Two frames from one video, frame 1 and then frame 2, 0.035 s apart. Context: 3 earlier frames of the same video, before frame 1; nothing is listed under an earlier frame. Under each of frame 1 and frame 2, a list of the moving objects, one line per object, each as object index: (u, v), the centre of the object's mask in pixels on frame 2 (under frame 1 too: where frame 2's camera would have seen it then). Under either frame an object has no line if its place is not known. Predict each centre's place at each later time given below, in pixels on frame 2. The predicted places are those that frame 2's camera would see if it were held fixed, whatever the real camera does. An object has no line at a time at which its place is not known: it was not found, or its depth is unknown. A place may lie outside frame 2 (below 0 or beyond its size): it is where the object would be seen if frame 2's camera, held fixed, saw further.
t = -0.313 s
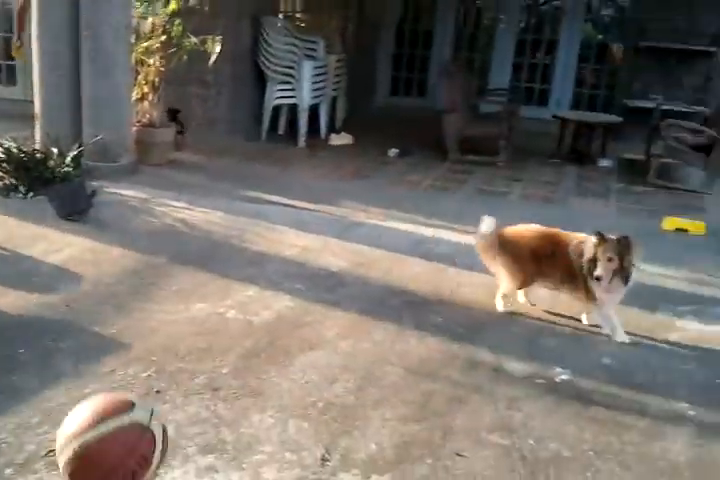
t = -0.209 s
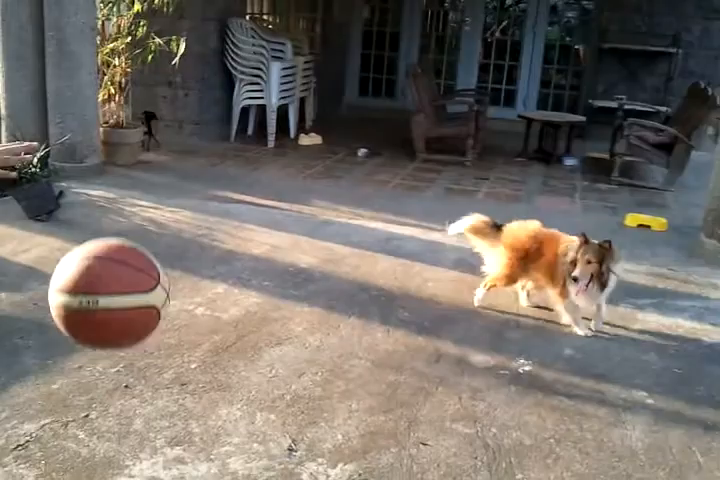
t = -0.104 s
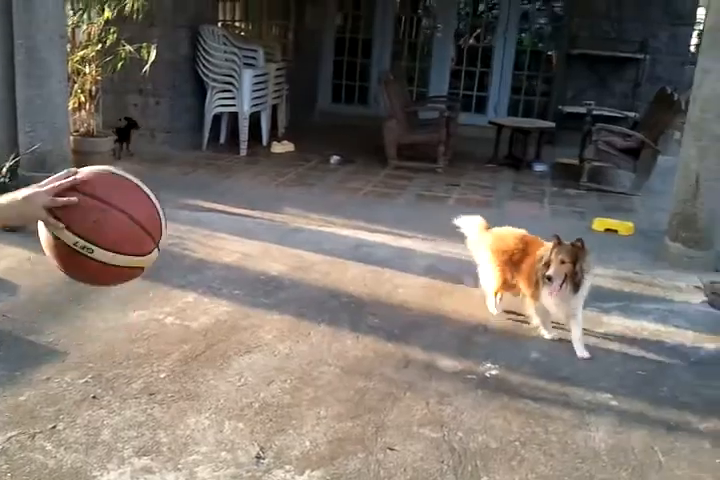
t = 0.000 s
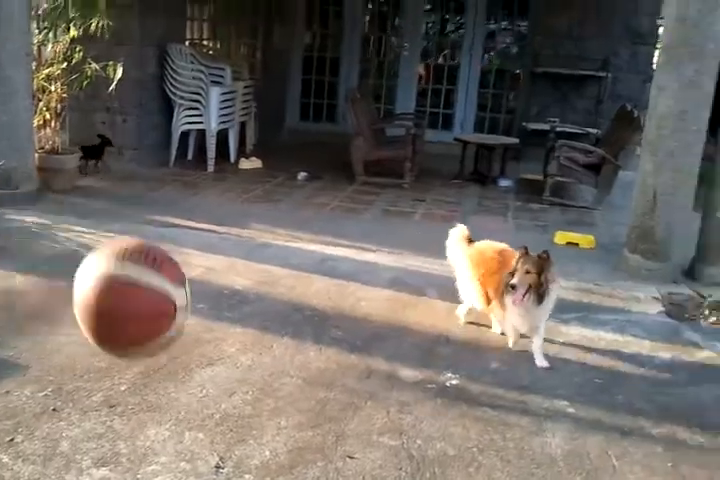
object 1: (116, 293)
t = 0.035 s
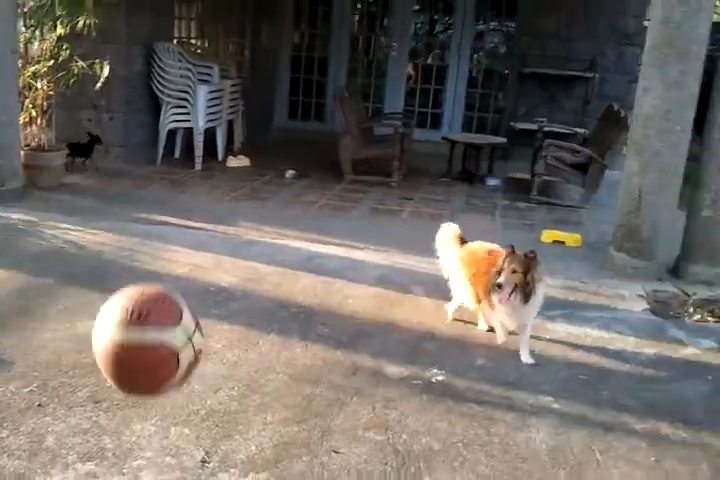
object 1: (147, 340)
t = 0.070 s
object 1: (174, 386)
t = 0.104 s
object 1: (198, 430)
